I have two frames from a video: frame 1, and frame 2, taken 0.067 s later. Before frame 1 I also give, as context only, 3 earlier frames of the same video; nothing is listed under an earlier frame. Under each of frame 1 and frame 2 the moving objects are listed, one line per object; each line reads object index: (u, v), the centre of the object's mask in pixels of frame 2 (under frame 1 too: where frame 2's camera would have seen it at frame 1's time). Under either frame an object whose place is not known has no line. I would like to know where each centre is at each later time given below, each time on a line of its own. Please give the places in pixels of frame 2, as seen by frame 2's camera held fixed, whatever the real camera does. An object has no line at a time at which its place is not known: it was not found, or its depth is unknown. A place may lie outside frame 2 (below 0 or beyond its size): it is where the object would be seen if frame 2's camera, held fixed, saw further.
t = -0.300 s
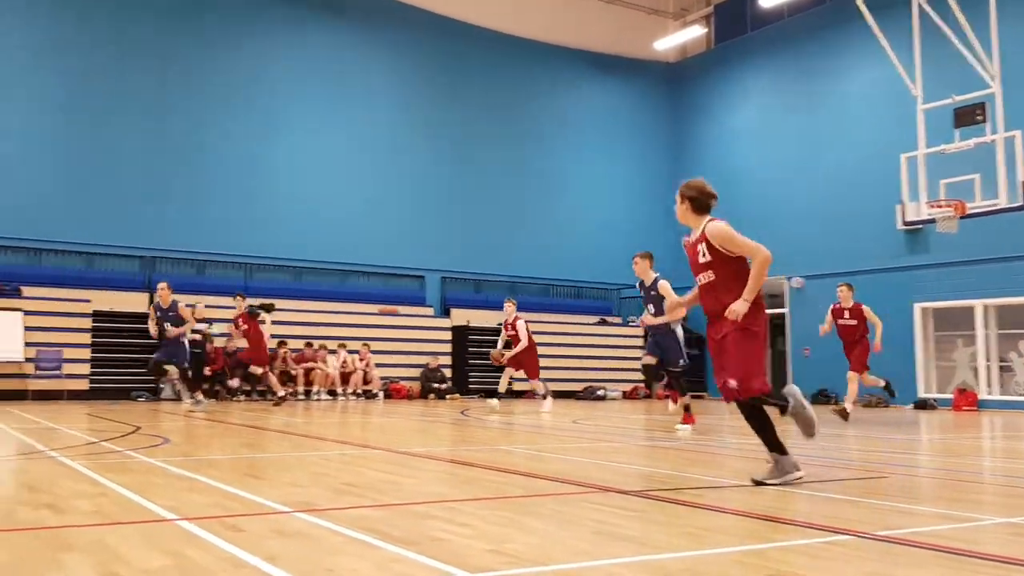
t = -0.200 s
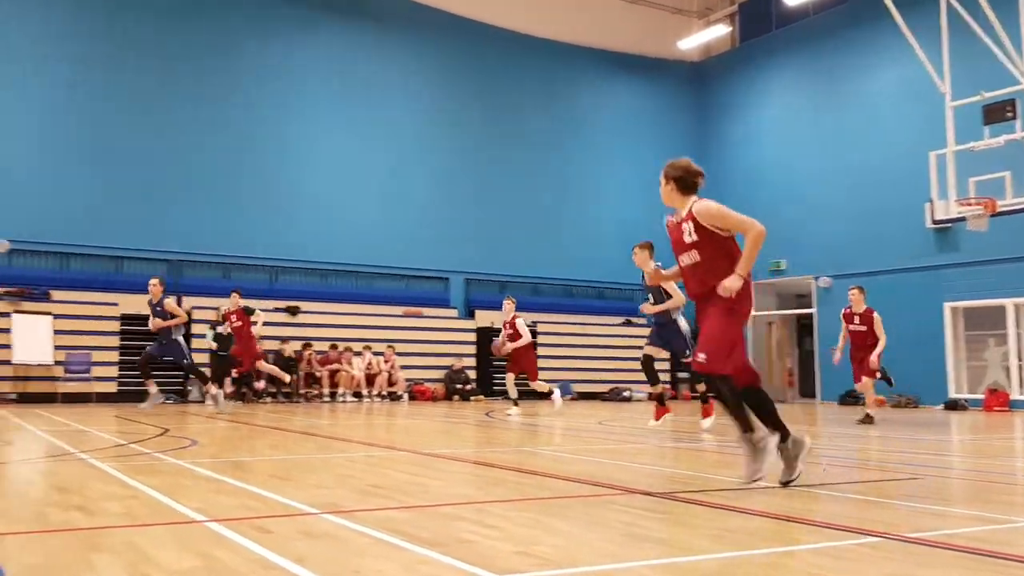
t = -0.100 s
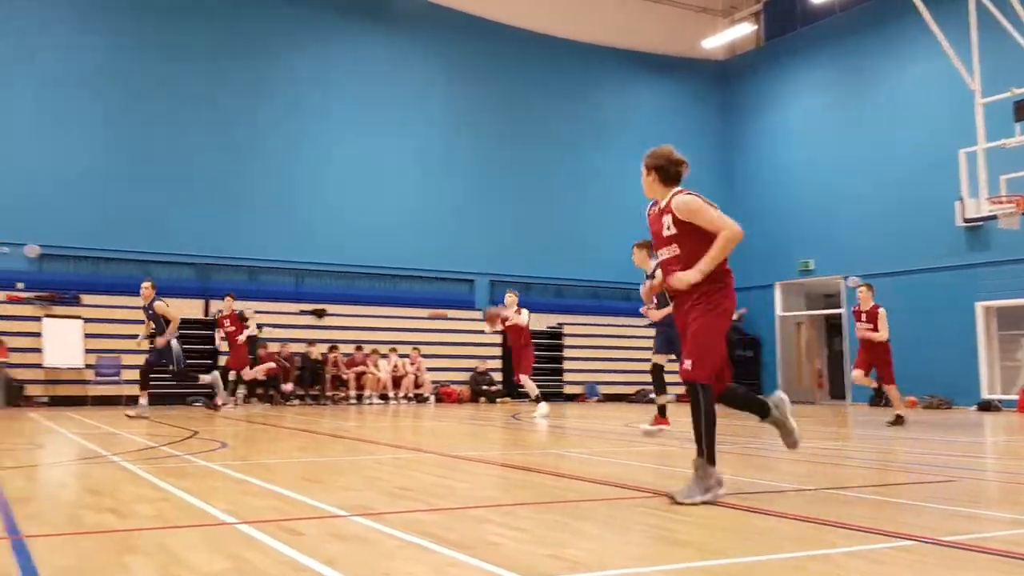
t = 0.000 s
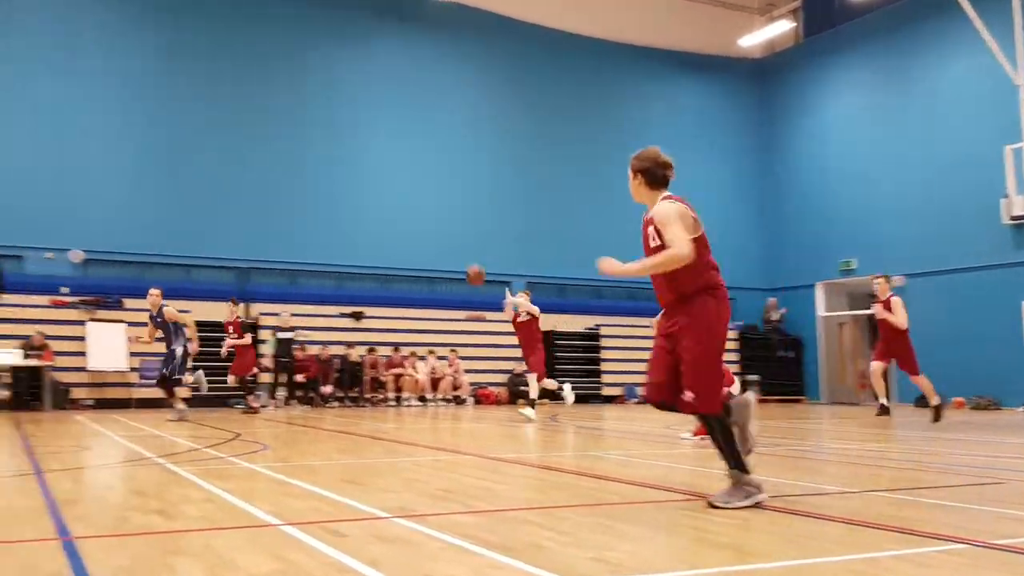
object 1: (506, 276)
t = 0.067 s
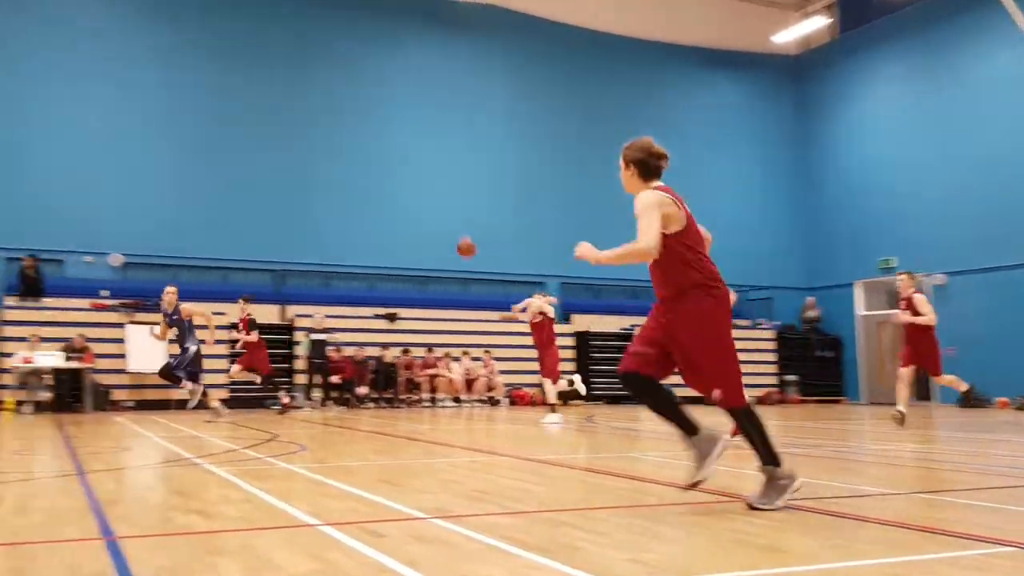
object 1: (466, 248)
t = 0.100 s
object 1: (444, 233)
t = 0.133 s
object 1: (421, 218)
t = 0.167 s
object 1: (397, 203)
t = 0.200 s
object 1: (374, 190)
